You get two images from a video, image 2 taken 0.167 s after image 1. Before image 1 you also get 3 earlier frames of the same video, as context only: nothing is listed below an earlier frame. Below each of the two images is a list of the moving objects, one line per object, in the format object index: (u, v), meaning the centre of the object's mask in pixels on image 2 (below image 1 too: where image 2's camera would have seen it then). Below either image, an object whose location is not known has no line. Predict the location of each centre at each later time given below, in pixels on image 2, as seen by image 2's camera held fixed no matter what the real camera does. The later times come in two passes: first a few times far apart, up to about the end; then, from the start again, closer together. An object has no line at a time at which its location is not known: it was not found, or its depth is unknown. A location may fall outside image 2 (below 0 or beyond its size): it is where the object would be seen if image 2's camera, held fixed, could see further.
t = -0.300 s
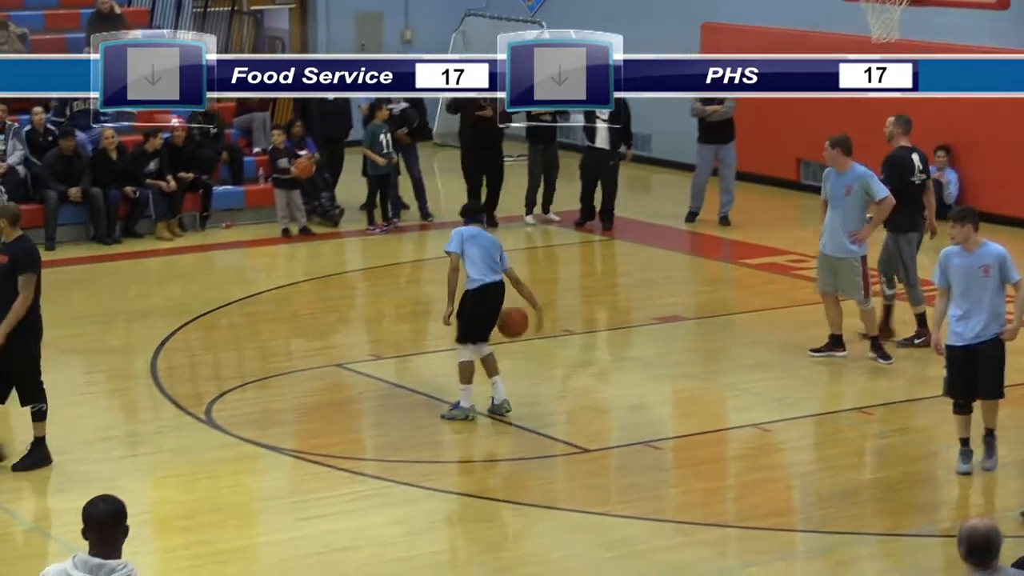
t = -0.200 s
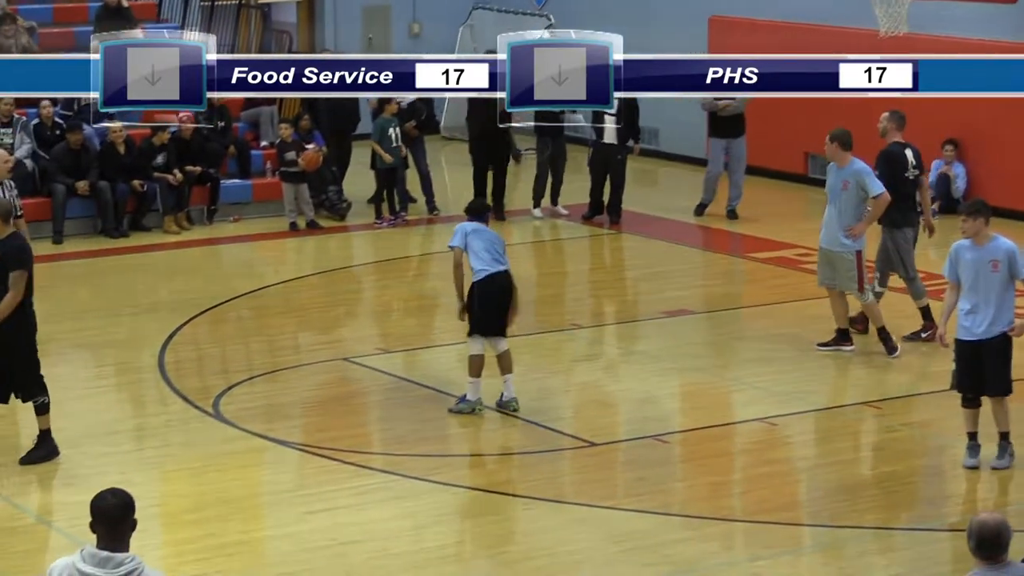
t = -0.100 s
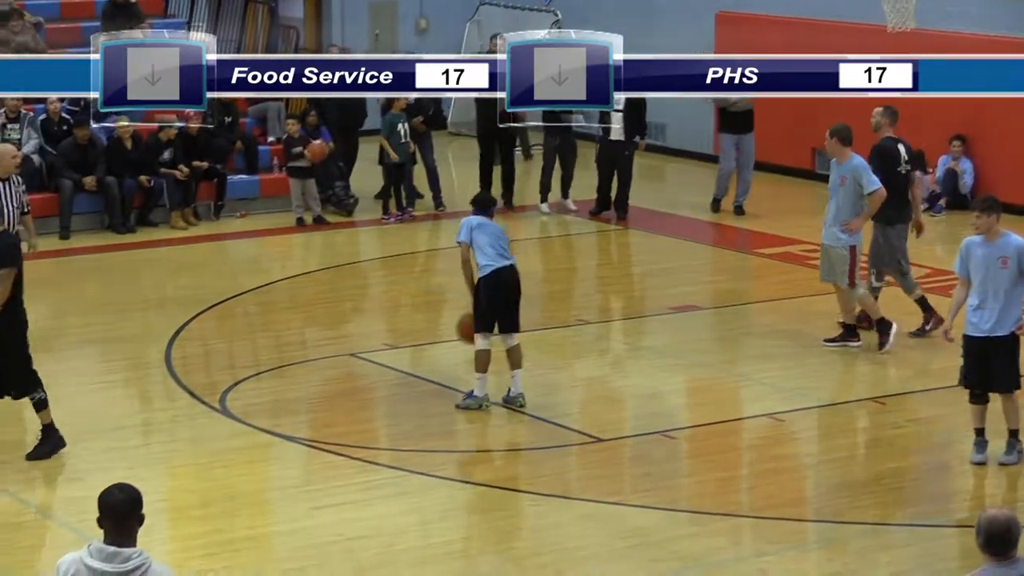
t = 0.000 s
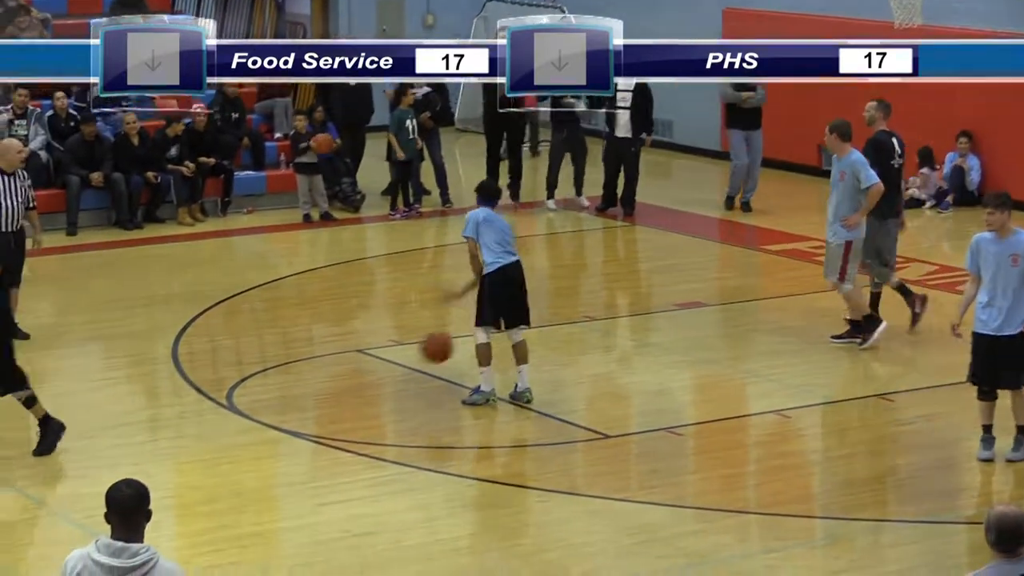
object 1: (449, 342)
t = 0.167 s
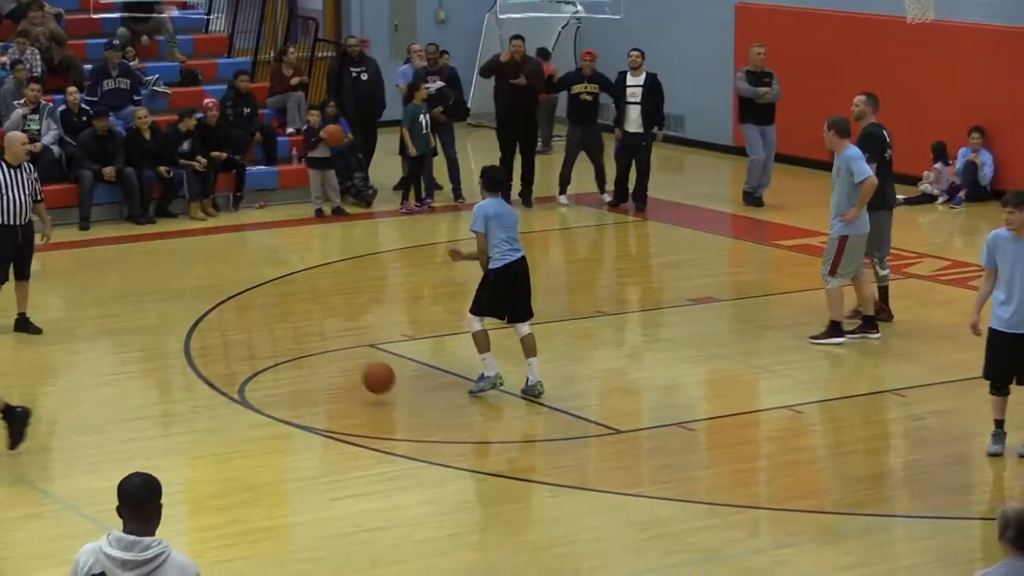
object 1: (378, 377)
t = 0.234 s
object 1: (356, 365)
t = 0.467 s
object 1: (275, 365)
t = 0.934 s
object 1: (107, 405)
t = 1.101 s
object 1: (42, 417)
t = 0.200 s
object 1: (367, 371)
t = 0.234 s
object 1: (356, 365)
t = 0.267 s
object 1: (344, 361)
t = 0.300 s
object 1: (333, 358)
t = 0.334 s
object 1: (321, 356)
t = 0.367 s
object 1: (310, 357)
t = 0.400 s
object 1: (298, 358)
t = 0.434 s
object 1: (287, 361)
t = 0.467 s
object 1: (275, 365)
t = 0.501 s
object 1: (263, 372)
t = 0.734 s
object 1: (180, 394)
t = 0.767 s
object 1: (168, 392)
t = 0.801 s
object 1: (156, 391)
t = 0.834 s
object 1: (144, 392)
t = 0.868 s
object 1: (132, 395)
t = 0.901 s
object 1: (120, 399)
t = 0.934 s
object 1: (107, 405)
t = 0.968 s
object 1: (95, 412)
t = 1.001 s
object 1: (82, 422)
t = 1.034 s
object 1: (69, 424)
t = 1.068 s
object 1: (55, 420)
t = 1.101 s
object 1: (42, 417)
